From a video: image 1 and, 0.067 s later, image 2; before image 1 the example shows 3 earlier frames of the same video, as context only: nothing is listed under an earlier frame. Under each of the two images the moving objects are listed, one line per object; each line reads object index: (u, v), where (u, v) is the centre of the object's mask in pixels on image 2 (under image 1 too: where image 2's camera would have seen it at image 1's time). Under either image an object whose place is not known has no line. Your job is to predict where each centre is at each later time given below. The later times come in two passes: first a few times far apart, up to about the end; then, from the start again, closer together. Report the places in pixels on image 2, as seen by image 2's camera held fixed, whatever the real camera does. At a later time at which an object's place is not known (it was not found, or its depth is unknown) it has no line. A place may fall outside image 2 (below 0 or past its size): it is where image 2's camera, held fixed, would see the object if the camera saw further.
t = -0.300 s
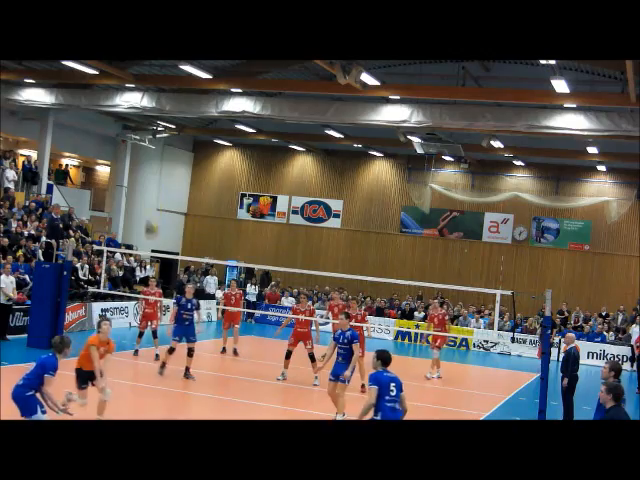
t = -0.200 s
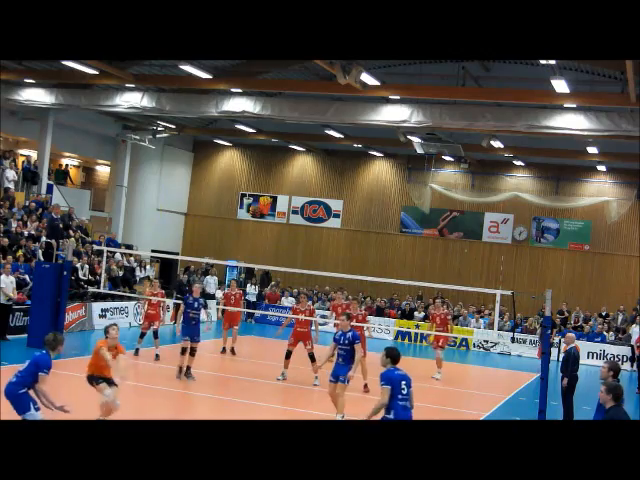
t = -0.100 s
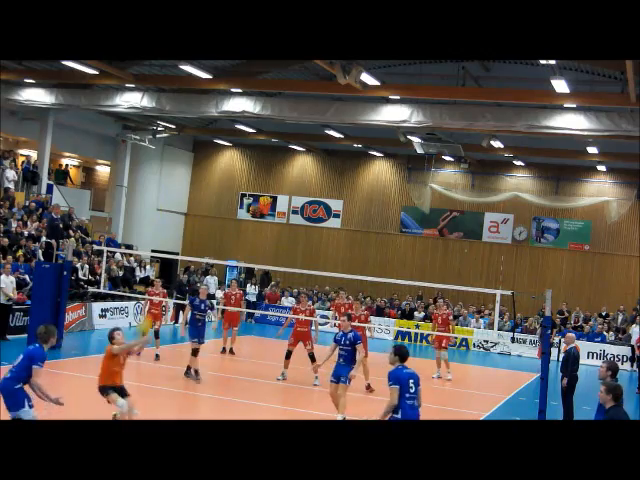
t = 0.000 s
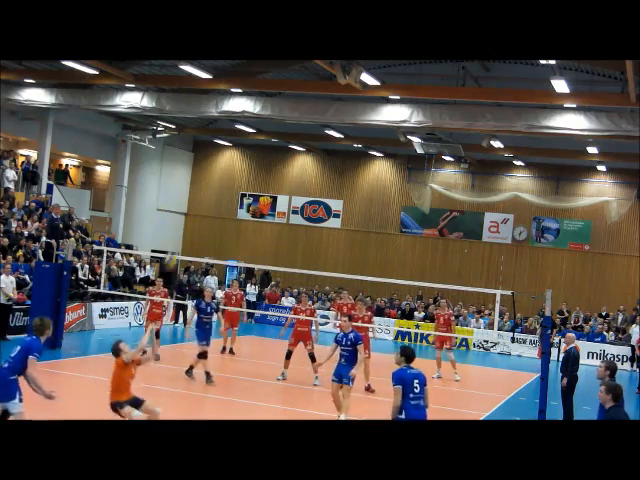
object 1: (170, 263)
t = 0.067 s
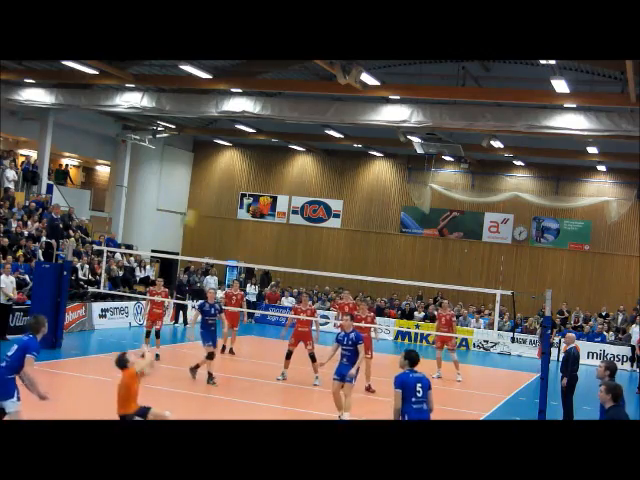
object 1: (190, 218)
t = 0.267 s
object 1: (237, 120)
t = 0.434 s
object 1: (273, 65)
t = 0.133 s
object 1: (206, 182)
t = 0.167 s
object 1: (212, 167)
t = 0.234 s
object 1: (229, 134)
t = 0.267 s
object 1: (237, 120)
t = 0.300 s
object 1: (243, 111)
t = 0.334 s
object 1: (252, 93)
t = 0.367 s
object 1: (258, 84)
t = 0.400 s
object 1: (265, 73)
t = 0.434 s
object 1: (273, 65)
